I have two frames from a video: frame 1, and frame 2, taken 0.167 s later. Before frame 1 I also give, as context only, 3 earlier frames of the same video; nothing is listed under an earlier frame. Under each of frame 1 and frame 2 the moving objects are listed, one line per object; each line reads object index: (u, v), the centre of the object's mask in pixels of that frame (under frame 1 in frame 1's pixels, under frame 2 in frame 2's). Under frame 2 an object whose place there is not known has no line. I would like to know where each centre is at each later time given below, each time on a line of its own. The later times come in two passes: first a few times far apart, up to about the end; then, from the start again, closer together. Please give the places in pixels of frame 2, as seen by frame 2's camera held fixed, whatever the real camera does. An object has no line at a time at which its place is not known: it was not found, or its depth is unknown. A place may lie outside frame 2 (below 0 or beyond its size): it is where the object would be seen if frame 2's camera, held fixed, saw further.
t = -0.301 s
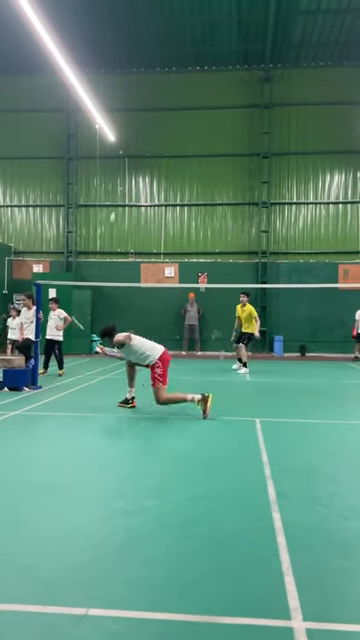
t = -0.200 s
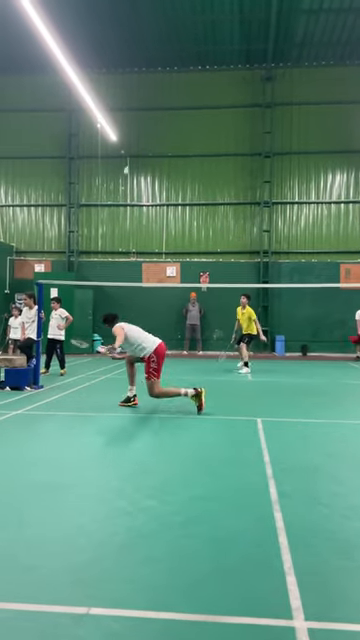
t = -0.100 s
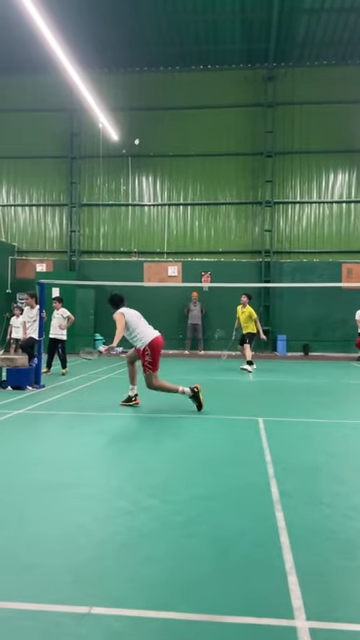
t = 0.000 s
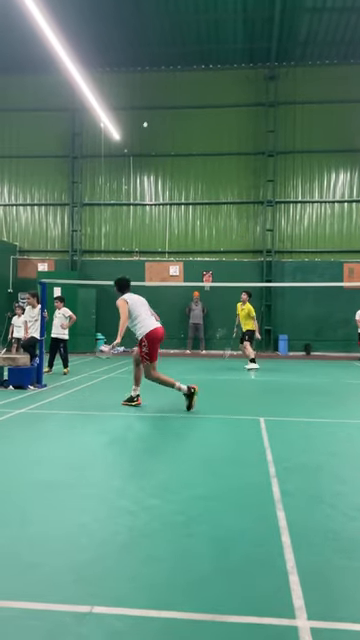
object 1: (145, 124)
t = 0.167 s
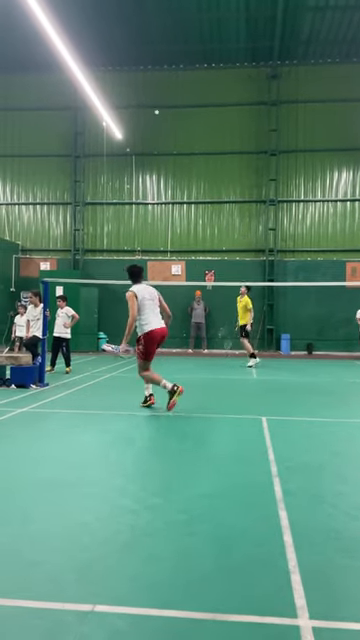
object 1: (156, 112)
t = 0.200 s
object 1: (158, 111)
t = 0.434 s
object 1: (168, 122)
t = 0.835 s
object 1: (184, 183)
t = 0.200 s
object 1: (158, 111)
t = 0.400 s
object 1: (167, 119)
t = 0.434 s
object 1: (168, 122)
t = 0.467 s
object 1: (170, 125)
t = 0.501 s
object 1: (171, 129)
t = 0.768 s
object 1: (182, 170)
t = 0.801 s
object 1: (183, 176)
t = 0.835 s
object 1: (184, 183)
